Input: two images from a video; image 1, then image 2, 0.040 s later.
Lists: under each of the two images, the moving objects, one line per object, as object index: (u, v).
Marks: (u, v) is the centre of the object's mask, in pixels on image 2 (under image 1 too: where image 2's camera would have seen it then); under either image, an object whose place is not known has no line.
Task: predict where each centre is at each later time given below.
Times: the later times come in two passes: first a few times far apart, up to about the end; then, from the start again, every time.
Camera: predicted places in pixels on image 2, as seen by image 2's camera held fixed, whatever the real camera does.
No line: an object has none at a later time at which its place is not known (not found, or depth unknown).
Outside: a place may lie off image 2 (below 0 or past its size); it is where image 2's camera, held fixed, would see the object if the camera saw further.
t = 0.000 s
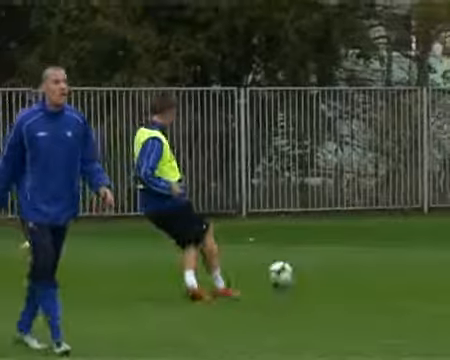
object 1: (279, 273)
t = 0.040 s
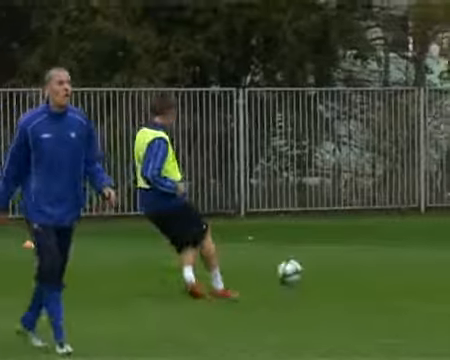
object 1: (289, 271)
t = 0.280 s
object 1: (340, 261)
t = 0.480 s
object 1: (363, 255)
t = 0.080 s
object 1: (299, 271)
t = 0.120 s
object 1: (310, 265)
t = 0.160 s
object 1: (316, 263)
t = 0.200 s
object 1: (324, 261)
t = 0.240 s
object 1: (332, 260)
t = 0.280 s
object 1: (340, 261)
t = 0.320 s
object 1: (346, 260)
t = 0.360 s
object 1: (350, 258)
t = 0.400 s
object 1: (355, 255)
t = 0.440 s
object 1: (360, 253)
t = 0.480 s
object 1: (363, 255)
